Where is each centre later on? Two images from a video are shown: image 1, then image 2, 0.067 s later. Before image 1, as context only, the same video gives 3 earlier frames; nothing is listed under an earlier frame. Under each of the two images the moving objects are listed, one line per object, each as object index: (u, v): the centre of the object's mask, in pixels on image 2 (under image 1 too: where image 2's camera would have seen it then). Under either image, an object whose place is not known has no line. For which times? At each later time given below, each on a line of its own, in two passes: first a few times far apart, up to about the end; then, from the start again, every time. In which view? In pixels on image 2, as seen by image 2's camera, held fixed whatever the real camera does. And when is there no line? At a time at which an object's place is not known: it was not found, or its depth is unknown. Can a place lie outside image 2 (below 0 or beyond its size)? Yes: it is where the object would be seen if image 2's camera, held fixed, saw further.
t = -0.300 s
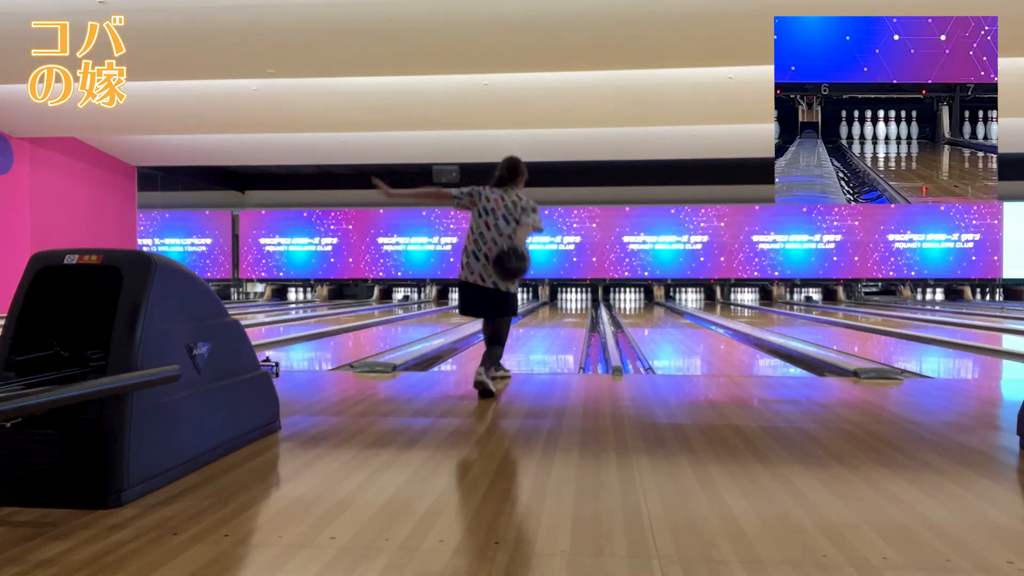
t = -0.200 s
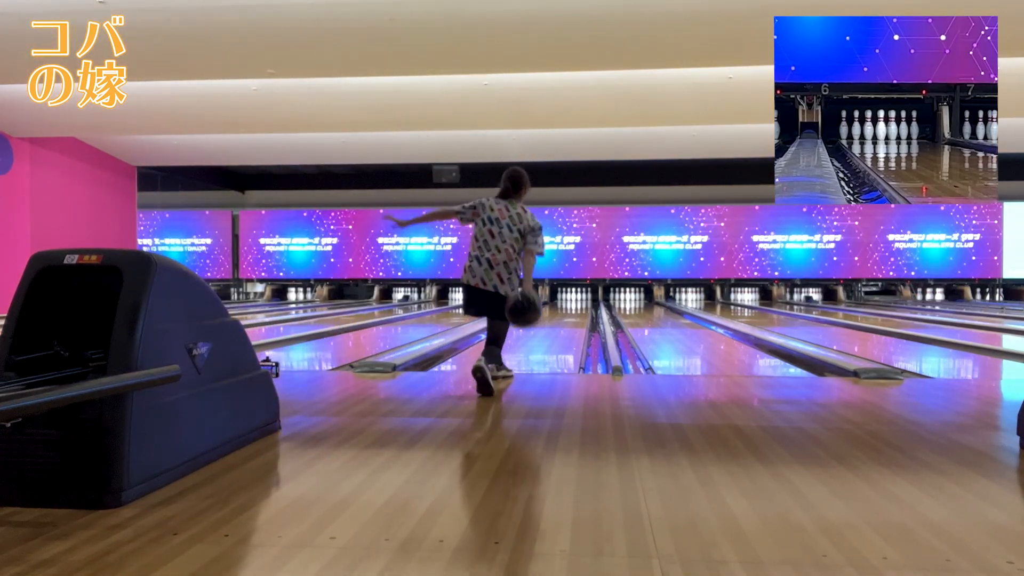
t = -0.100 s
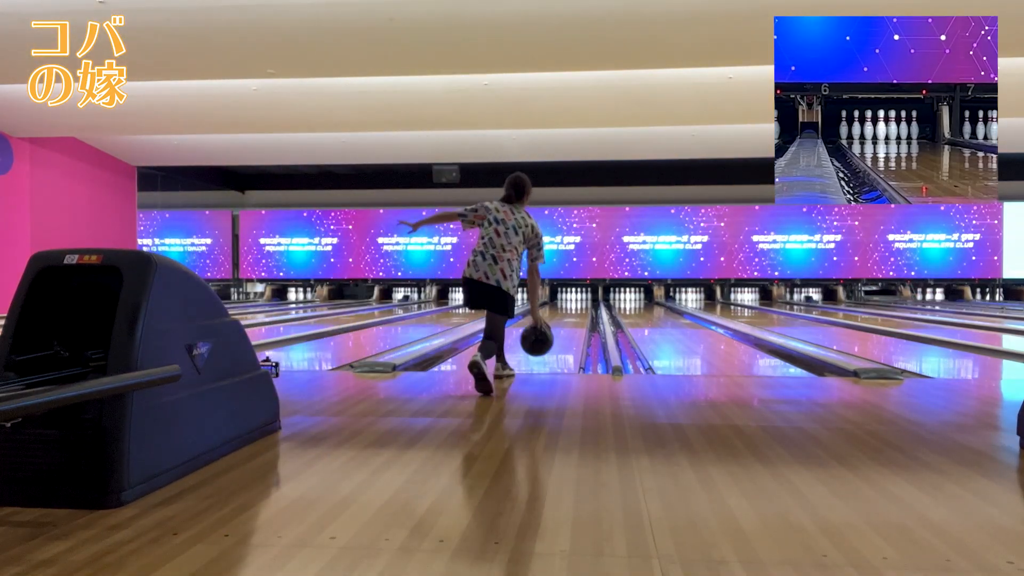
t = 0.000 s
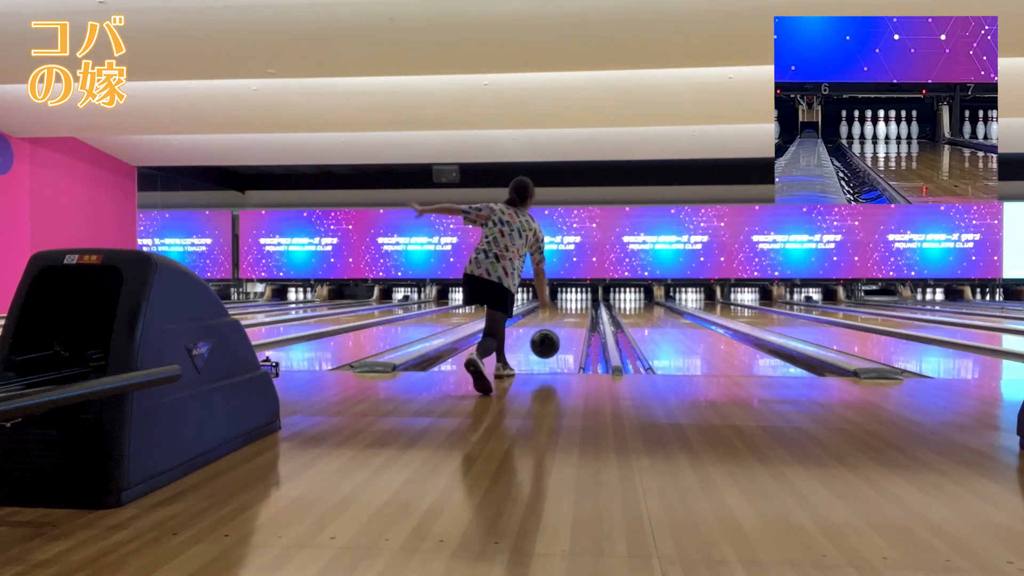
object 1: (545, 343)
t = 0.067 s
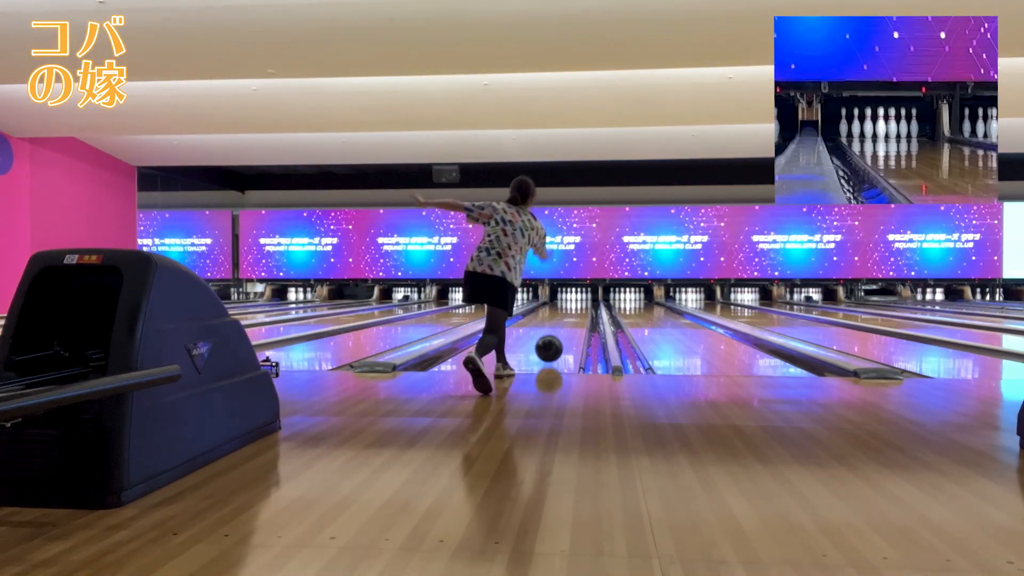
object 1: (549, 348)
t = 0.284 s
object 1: (558, 337)
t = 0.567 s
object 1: (566, 326)
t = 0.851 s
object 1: (571, 319)
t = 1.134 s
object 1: (574, 314)
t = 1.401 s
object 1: (576, 310)
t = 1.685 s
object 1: (577, 307)
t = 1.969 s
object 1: (577, 305)
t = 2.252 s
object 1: (578, 302)
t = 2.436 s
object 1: (577, 302)
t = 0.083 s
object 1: (550, 349)
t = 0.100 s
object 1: (551, 348)
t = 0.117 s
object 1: (551, 346)
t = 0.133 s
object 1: (552, 346)
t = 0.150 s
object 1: (553, 345)
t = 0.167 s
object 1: (554, 343)
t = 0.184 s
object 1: (554, 343)
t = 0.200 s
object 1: (555, 342)
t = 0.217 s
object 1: (556, 341)
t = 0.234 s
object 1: (556, 340)
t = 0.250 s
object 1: (557, 339)
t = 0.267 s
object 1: (558, 338)
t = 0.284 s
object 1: (558, 337)
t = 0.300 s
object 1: (559, 336)
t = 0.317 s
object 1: (559, 336)
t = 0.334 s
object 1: (560, 335)
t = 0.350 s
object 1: (560, 334)
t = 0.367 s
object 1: (561, 334)
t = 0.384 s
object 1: (561, 333)
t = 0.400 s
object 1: (562, 332)
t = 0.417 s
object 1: (563, 332)
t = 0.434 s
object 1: (563, 331)
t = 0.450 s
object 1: (563, 330)
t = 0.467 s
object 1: (564, 330)
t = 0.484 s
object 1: (564, 329)
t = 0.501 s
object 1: (565, 328)
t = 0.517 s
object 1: (565, 328)
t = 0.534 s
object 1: (565, 327)
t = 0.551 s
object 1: (566, 327)
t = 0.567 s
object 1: (566, 326)
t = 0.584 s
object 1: (566, 326)
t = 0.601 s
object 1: (567, 325)
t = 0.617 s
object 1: (567, 325)
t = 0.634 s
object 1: (568, 325)
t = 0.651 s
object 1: (568, 324)
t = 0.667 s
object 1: (568, 324)
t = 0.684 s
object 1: (568, 323)
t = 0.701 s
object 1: (569, 323)
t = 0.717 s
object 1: (569, 323)
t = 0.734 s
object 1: (569, 322)
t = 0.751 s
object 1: (570, 322)
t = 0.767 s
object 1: (570, 321)
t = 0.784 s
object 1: (570, 321)
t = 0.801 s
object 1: (570, 320)
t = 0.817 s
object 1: (570, 320)
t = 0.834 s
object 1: (571, 320)
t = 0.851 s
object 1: (571, 319)
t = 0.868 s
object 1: (571, 319)
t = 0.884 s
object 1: (571, 318)
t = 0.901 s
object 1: (571, 318)
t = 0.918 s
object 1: (571, 318)
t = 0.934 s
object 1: (572, 318)
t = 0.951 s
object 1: (572, 317)
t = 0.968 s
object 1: (572, 317)
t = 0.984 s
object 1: (572, 317)
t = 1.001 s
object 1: (572, 316)
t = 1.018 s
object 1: (573, 316)
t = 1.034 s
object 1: (573, 316)
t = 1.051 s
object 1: (573, 316)
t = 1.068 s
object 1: (573, 315)
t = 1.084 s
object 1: (573, 315)
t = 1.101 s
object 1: (573, 314)
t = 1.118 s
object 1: (574, 314)
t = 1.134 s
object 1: (574, 314)
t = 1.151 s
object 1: (574, 314)
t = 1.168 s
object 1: (574, 313)
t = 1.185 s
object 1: (574, 313)
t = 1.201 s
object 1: (574, 313)
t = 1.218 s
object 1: (574, 313)
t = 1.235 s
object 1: (574, 313)
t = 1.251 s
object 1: (575, 312)
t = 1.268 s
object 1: (575, 312)
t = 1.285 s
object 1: (575, 312)
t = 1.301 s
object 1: (575, 311)
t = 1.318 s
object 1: (575, 311)
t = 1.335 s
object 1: (575, 311)
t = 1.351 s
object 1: (575, 311)
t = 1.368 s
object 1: (575, 311)
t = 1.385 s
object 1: (575, 310)
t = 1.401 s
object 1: (576, 310)
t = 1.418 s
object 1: (576, 310)
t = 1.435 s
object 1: (576, 310)
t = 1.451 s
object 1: (576, 309)
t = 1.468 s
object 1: (576, 309)
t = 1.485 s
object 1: (576, 309)
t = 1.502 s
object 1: (576, 309)
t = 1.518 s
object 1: (576, 309)
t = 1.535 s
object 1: (576, 309)
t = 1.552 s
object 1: (577, 308)
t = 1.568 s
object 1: (576, 308)
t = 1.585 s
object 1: (576, 308)
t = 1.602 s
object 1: (577, 308)
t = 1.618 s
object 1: (577, 308)
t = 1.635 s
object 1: (577, 308)
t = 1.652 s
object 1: (577, 307)
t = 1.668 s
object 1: (577, 307)
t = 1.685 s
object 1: (577, 307)
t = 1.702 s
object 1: (577, 307)
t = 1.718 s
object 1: (577, 307)
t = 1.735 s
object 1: (577, 307)
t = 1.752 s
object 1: (577, 307)
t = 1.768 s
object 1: (577, 307)
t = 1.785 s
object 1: (577, 306)
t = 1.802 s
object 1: (577, 306)
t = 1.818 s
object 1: (577, 306)
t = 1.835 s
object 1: (577, 306)
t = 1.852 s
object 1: (578, 306)
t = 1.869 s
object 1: (577, 305)
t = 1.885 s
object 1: (577, 305)
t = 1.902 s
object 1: (577, 305)
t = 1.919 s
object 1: (577, 305)
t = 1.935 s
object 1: (577, 305)
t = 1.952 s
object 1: (577, 305)
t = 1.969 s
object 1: (577, 305)
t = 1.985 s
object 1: (577, 305)
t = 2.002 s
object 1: (578, 305)
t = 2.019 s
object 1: (577, 304)
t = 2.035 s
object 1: (578, 304)
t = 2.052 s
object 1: (578, 304)
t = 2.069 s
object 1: (578, 304)
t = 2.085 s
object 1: (578, 304)
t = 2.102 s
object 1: (578, 304)
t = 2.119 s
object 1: (578, 304)
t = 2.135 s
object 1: (578, 304)
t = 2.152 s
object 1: (578, 304)
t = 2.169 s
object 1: (578, 303)
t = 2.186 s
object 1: (578, 303)
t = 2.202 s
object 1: (578, 303)
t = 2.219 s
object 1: (578, 303)
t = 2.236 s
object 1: (578, 303)
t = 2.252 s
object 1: (578, 302)
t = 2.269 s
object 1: (577, 302)
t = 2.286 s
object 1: (577, 302)
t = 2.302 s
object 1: (578, 302)
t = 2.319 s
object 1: (577, 302)
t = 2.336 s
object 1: (578, 302)
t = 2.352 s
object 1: (578, 302)
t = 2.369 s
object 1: (578, 302)
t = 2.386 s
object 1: (577, 302)
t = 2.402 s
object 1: (577, 302)
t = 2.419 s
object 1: (577, 302)
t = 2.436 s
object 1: (577, 302)
